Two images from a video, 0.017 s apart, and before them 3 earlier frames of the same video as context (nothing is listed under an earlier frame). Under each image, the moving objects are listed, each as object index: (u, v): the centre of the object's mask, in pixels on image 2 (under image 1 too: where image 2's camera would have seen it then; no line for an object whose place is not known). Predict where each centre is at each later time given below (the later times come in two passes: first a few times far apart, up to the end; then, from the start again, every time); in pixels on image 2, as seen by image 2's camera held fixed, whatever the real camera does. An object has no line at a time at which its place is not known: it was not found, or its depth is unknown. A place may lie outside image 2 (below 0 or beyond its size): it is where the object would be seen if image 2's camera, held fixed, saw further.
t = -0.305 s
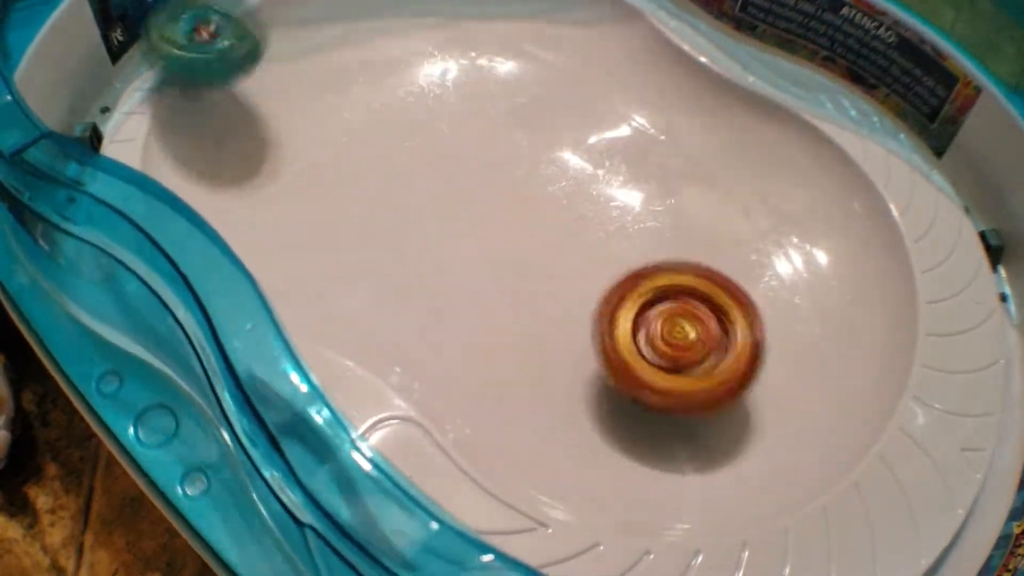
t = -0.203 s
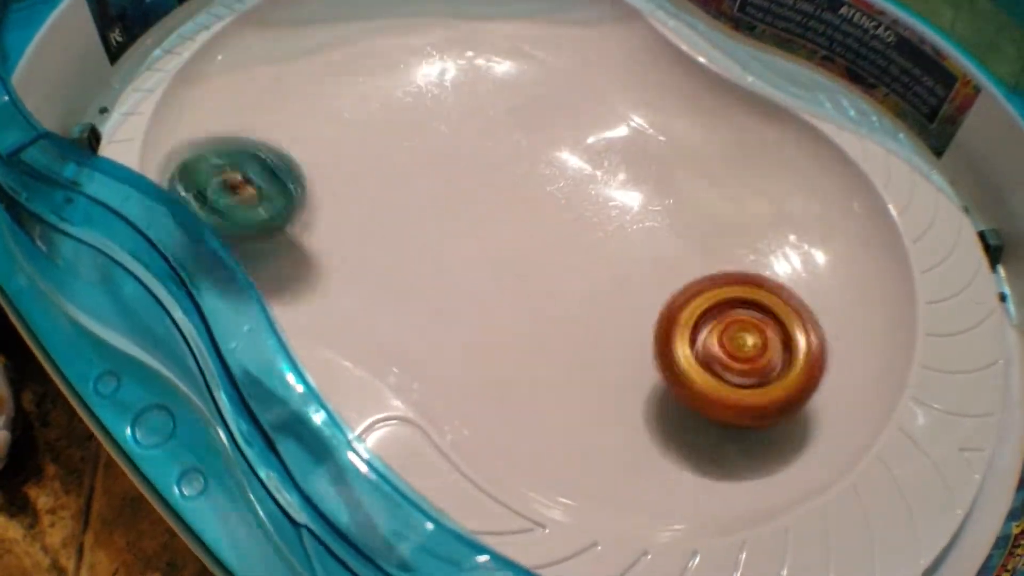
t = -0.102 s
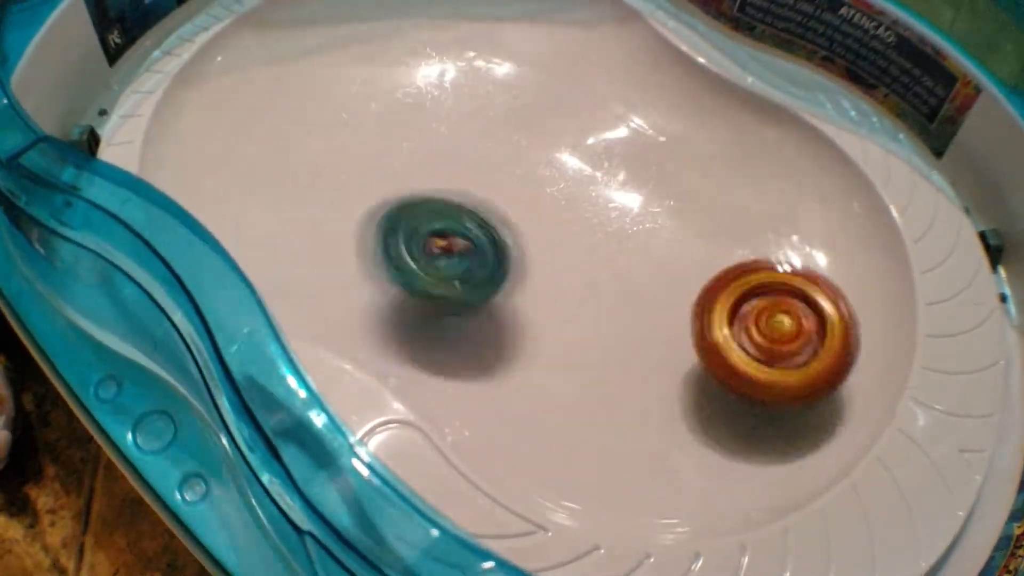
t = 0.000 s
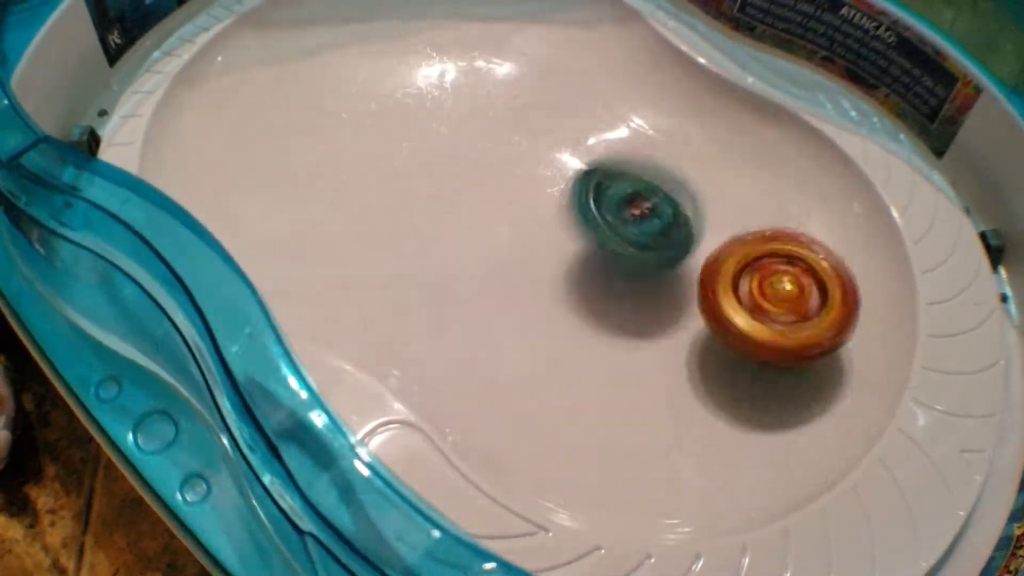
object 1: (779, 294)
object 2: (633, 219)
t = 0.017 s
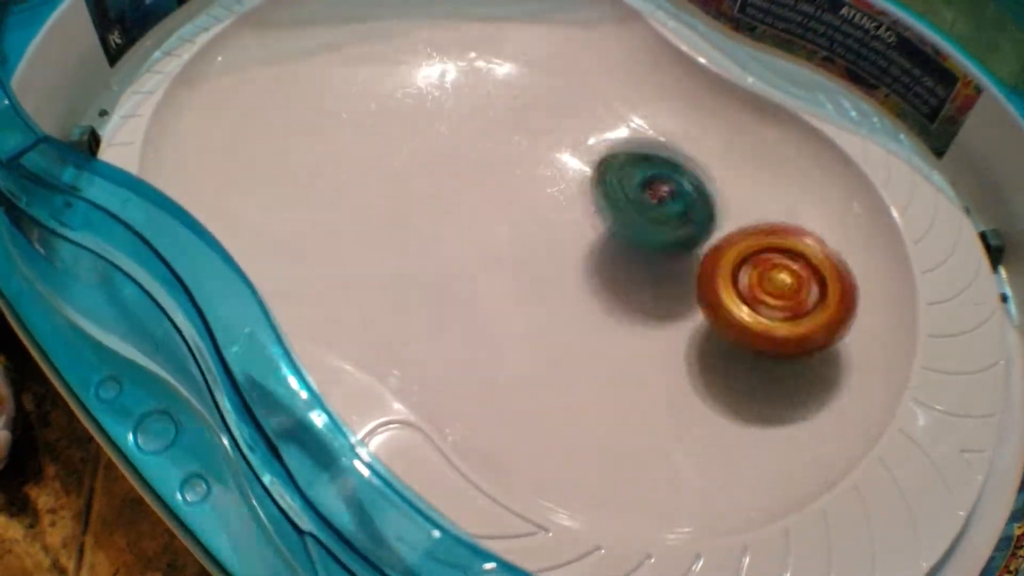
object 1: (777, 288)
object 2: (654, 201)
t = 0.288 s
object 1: (645, 241)
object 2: (536, 28)
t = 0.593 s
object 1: (523, 219)
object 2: (285, 170)
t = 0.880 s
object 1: (766, 144)
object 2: (362, 219)
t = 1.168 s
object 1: (701, 255)
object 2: (366, 104)
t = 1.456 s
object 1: (715, 370)
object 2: (286, 119)
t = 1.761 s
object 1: (662, 278)
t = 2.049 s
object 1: (543, 207)
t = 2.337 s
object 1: (555, 193)
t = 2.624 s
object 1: (600, 165)
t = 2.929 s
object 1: (565, 167)
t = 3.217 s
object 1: (600, 241)
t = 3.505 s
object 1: (626, 311)
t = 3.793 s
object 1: (657, 324)
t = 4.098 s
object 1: (676, 263)
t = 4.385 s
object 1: (669, 179)
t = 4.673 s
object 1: (595, 146)
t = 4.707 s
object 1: (581, 154)
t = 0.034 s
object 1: (771, 281)
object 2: (670, 184)
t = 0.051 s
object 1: (766, 276)
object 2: (681, 165)
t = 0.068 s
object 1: (759, 268)
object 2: (689, 150)
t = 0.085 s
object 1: (752, 264)
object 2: (692, 132)
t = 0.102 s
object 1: (743, 258)
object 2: (694, 114)
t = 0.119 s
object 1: (736, 255)
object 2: (691, 104)
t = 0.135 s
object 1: (727, 249)
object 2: (688, 93)
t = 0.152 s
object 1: (718, 246)
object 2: (678, 76)
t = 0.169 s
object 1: (709, 242)
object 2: (667, 62)
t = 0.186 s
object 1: (700, 242)
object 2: (651, 50)
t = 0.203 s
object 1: (691, 241)
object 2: (636, 46)
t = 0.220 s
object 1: (682, 242)
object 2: (616, 44)
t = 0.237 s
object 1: (674, 241)
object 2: (598, 38)
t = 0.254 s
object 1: (663, 241)
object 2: (577, 35)
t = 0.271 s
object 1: (655, 241)
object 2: (554, 31)
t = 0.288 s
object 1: (645, 241)
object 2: (536, 28)
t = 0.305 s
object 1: (638, 241)
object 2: (517, 22)
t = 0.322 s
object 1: (628, 240)
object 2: (494, 18)
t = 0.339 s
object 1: (622, 241)
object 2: (476, 16)
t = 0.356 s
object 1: (612, 240)
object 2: (452, 15)
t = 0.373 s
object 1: (606, 240)
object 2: (430, 14)
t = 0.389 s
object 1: (597, 239)
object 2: (407, 14)
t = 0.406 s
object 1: (591, 239)
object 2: (389, 16)
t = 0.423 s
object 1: (582, 237)
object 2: (367, 18)
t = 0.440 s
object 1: (576, 237)
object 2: (347, 23)
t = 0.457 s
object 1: (568, 235)
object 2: (331, 28)
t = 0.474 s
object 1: (562, 233)
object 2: (312, 36)
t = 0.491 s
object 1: (555, 231)
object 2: (294, 49)
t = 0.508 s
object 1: (549, 230)
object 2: (283, 67)
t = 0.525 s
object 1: (543, 228)
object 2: (274, 90)
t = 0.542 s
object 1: (538, 227)
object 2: (271, 110)
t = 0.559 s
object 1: (533, 224)
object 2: (272, 132)
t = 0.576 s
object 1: (527, 222)
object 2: (277, 152)
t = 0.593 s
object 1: (523, 219)
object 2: (285, 170)
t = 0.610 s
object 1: (518, 217)
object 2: (300, 189)
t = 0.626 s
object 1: (515, 213)
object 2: (321, 205)
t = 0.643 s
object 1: (511, 211)
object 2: (344, 215)
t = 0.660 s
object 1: (516, 205)
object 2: (357, 223)
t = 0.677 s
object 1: (543, 201)
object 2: (343, 227)
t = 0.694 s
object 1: (573, 197)
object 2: (330, 231)
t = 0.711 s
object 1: (602, 192)
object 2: (321, 233)
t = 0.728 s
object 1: (625, 175)
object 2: (315, 231)
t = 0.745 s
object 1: (649, 170)
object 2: (312, 232)
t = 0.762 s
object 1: (671, 165)
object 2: (313, 232)
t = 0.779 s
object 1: (691, 160)
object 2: (316, 230)
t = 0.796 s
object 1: (708, 155)
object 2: (322, 230)
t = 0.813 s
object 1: (725, 152)
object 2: (329, 228)
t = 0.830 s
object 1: (736, 147)
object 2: (338, 226)
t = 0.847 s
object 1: (749, 144)
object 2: (346, 224)
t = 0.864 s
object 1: (756, 144)
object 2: (353, 222)
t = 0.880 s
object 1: (766, 144)
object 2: (362, 219)
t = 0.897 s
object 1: (770, 144)
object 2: (367, 214)
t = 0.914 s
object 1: (775, 144)
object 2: (374, 208)
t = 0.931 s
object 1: (776, 147)
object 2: (380, 203)
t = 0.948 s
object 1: (777, 149)
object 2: (384, 197)
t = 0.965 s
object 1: (777, 155)
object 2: (389, 190)
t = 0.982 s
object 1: (774, 157)
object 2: (393, 185)
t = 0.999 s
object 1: (773, 164)
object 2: (396, 178)
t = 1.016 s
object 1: (769, 179)
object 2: (397, 171)
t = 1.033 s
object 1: (763, 177)
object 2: (398, 164)
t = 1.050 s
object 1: (755, 185)
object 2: (397, 155)
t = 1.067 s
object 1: (752, 201)
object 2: (394, 145)
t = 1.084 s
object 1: (742, 202)
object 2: (391, 139)
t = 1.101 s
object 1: (735, 211)
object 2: (388, 130)
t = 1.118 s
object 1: (725, 221)
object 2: (383, 122)
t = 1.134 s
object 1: (717, 228)
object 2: (377, 115)
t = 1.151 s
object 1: (709, 240)
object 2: (373, 109)
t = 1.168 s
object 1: (701, 255)
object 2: (366, 104)
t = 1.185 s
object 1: (694, 258)
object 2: (360, 100)
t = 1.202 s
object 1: (685, 264)
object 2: (355, 95)
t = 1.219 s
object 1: (680, 274)
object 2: (348, 92)
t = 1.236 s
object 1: (675, 282)
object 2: (341, 88)
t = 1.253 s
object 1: (675, 293)
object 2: (336, 86)
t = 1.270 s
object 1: (671, 301)
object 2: (329, 85)
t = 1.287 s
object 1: (674, 310)
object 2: (322, 84)
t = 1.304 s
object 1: (673, 320)
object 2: (317, 83)
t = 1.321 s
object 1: (677, 327)
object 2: (311, 84)
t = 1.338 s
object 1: (681, 338)
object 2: (305, 85)
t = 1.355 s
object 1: (685, 343)
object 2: (299, 88)
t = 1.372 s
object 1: (693, 358)
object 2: (294, 91)
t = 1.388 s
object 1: (696, 357)
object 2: (289, 95)
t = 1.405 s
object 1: (704, 361)
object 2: (286, 100)
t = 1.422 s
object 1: (706, 365)
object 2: (284, 106)
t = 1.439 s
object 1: (713, 366)
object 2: (284, 112)
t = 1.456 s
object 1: (715, 370)
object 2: (286, 119)
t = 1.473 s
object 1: (719, 368)
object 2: (292, 126)
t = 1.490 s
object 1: (722, 368)
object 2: (297, 131)
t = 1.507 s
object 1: (722, 366)
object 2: (307, 135)
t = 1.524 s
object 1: (726, 365)
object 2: (318, 139)
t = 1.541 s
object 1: (722, 361)
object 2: (331, 144)
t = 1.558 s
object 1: (725, 356)
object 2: (345, 146)
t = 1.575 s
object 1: (721, 351)
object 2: (360, 147)
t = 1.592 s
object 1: (720, 353)
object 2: (374, 146)
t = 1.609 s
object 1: (715, 341)
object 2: (390, 145)
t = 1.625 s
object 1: (710, 332)
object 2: (406, 141)
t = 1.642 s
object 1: (708, 326)
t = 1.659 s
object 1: (701, 320)
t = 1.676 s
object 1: (697, 312)
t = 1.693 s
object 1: (688, 305)
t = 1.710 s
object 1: (682, 297)
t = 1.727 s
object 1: (675, 291)
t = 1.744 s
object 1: (668, 283)
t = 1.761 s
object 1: (662, 278)
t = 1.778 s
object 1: (654, 271)
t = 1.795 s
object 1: (649, 266)
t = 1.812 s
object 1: (642, 270)
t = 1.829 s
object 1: (636, 266)
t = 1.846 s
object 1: (628, 261)
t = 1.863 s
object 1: (622, 257)
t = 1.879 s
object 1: (616, 254)
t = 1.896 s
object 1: (607, 249)
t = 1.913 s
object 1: (600, 246)
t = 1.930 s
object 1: (591, 242)
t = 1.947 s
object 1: (584, 237)
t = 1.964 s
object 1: (576, 233)
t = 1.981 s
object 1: (569, 228)
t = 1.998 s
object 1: (564, 225)
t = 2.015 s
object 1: (556, 218)
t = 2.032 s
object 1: (551, 213)
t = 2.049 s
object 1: (543, 207)
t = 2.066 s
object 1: (538, 202)
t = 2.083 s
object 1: (533, 197)
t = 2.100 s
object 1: (527, 190)
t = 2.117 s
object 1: (524, 185)
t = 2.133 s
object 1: (517, 177)
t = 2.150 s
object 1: (512, 170)
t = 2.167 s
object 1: (506, 164)
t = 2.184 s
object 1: (503, 158)
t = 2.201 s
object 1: (508, 160)
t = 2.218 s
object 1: (515, 163)
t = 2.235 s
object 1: (522, 170)
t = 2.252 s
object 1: (529, 177)
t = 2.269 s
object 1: (535, 180)
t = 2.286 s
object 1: (541, 184)
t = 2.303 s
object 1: (545, 187)
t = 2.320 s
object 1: (552, 190)
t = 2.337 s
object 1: (555, 193)
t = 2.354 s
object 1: (558, 193)
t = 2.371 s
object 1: (563, 195)
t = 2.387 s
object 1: (565, 194)
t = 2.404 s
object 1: (570, 192)
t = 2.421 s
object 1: (574, 193)
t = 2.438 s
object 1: (577, 191)
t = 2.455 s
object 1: (582, 190)
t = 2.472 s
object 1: (584, 190)
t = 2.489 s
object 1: (588, 187)
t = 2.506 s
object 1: (591, 187)
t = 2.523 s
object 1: (592, 185)
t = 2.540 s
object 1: (596, 184)
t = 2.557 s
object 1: (597, 183)
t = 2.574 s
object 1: (598, 169)
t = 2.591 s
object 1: (601, 169)
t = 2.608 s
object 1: (600, 179)
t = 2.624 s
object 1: (600, 165)
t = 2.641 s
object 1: (600, 166)
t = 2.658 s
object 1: (599, 165)
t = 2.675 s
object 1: (599, 164)
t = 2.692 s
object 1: (597, 164)
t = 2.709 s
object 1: (596, 163)
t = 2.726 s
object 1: (595, 163)
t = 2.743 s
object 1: (593, 163)
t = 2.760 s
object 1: (592, 162)
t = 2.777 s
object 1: (588, 163)
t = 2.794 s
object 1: (586, 163)
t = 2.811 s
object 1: (585, 164)
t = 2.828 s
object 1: (582, 164)
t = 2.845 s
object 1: (580, 164)
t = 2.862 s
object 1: (577, 165)
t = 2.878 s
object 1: (573, 165)
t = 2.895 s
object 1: (572, 167)
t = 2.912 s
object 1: (568, 167)
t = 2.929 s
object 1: (565, 167)
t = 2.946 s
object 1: (562, 168)
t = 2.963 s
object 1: (559, 170)
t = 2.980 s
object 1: (558, 171)
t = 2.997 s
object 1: (554, 172)
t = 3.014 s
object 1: (550, 173)
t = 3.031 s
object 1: (549, 174)
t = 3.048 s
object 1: (545, 175)
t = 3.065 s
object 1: (543, 175)
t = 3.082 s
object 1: (550, 185)
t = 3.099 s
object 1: (557, 201)
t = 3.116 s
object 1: (566, 198)
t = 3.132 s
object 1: (575, 215)
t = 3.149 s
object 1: (581, 221)
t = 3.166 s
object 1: (587, 215)
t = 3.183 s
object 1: (593, 231)
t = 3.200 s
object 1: (595, 236)
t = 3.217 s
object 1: (600, 241)
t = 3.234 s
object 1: (602, 248)
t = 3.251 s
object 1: (604, 251)
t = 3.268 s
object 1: (608, 255)
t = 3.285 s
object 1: (608, 260)
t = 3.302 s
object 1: (610, 264)
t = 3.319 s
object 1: (612, 270)
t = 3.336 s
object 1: (613, 273)
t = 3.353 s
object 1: (615, 277)
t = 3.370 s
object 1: (617, 283)
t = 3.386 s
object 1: (617, 285)
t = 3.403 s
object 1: (618, 278)
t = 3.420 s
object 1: (617, 283)
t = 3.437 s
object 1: (618, 287)
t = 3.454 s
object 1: (622, 292)
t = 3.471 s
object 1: (620, 295)
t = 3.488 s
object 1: (622, 298)
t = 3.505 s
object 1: (626, 311)
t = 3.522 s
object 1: (625, 308)
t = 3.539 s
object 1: (626, 308)
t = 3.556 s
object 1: (628, 314)
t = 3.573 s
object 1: (627, 315)
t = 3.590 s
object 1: (630, 317)
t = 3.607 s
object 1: (632, 322)
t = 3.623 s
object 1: (632, 323)
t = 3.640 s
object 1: (635, 323)
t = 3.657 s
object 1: (638, 327)
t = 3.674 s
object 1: (638, 328)
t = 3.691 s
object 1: (644, 329)
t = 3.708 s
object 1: (644, 330)
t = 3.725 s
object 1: (646, 328)
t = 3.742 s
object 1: (651, 329)
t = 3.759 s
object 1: (651, 328)
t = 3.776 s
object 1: (653, 325)
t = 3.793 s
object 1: (657, 324)
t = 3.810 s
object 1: (657, 322)
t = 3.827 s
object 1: (660, 318)
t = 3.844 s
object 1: (662, 317)
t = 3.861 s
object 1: (662, 314)
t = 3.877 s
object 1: (665, 309)
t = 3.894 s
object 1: (667, 307)
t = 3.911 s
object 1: (666, 302)
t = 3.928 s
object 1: (671, 308)
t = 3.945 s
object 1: (671, 305)
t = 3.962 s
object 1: (669, 289)
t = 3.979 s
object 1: (669, 283)
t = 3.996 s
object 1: (672, 289)
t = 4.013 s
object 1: (670, 275)
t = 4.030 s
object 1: (672, 271)
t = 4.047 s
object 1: (674, 277)
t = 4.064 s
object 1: (672, 262)
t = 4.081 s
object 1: (674, 257)
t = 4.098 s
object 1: (676, 263)
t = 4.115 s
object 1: (675, 256)
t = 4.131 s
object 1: (676, 244)
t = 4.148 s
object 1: (676, 252)
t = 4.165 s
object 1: (676, 242)
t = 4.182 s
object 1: (676, 231)
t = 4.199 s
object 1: (673, 225)
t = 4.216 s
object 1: (674, 220)
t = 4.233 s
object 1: (675, 218)
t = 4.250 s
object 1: (673, 212)
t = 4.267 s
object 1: (674, 206)
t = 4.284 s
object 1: (675, 205)
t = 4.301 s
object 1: (673, 199)
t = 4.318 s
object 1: (674, 194)
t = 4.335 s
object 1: (673, 191)
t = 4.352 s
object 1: (670, 187)
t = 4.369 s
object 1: (670, 182)
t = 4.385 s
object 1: (669, 179)
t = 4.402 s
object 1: (666, 175)
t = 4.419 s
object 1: (665, 171)
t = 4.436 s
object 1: (662, 170)
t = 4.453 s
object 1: (657, 164)
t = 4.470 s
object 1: (657, 162)
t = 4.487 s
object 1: (652, 158)
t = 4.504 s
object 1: (649, 154)
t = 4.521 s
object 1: (646, 154)
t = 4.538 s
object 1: (640, 152)
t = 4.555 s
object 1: (635, 148)
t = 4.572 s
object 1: (631, 149)
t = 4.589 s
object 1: (625, 147)
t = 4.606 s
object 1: (618, 145)
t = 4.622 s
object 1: (614, 146)
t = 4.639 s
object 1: (607, 154)
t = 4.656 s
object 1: (600, 145)
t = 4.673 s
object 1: (595, 146)
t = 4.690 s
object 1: (588, 154)
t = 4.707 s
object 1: (581, 154)
